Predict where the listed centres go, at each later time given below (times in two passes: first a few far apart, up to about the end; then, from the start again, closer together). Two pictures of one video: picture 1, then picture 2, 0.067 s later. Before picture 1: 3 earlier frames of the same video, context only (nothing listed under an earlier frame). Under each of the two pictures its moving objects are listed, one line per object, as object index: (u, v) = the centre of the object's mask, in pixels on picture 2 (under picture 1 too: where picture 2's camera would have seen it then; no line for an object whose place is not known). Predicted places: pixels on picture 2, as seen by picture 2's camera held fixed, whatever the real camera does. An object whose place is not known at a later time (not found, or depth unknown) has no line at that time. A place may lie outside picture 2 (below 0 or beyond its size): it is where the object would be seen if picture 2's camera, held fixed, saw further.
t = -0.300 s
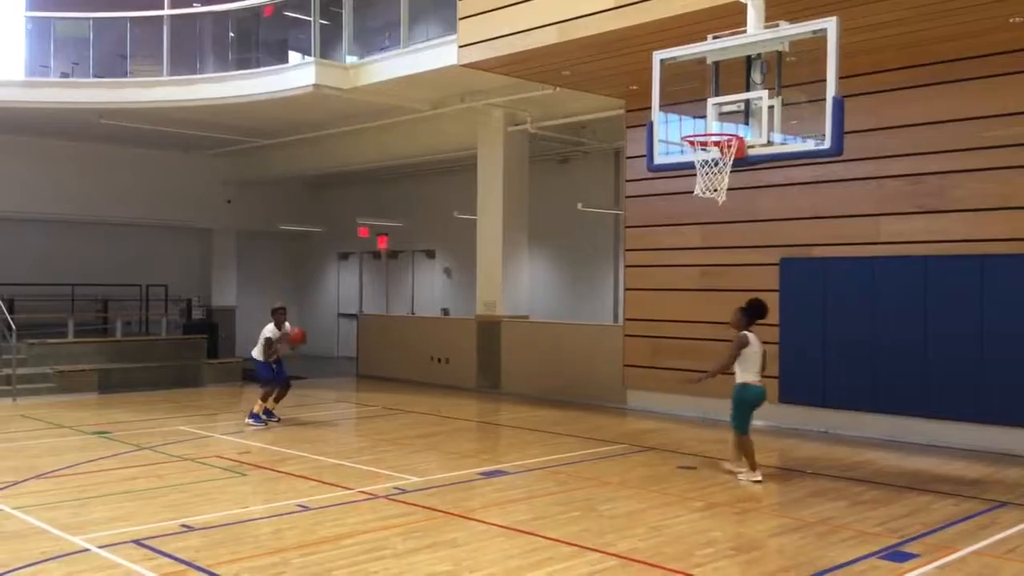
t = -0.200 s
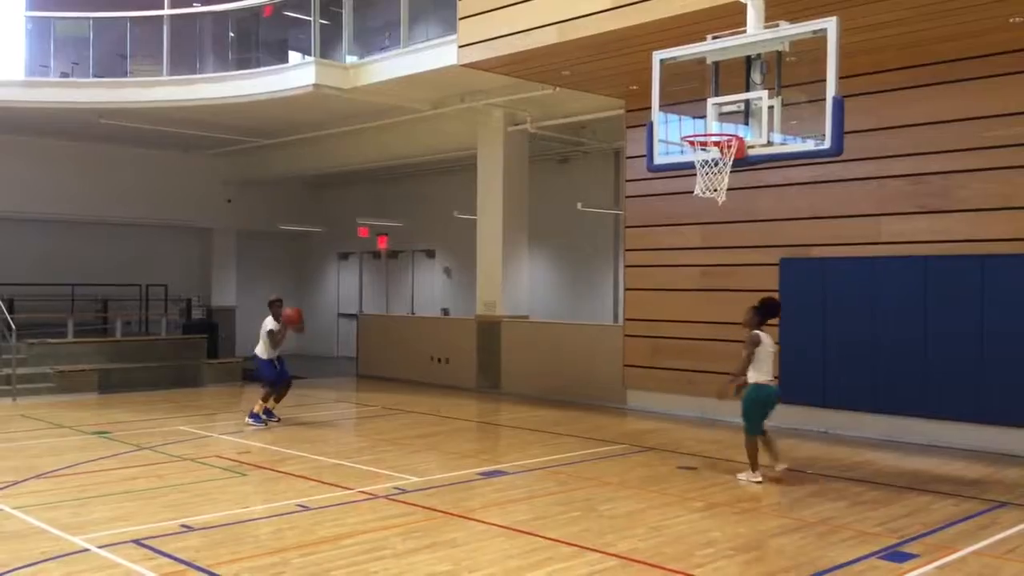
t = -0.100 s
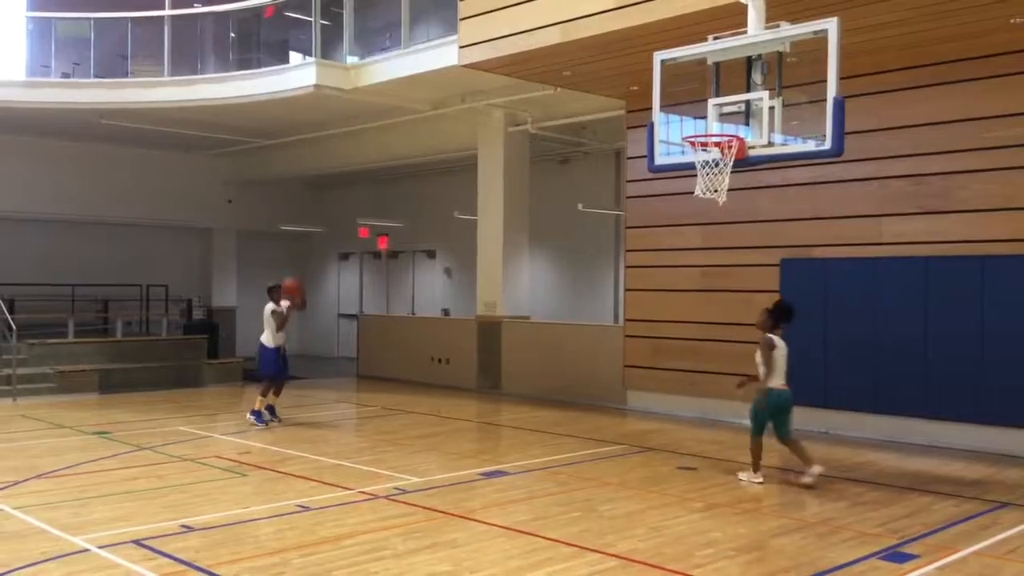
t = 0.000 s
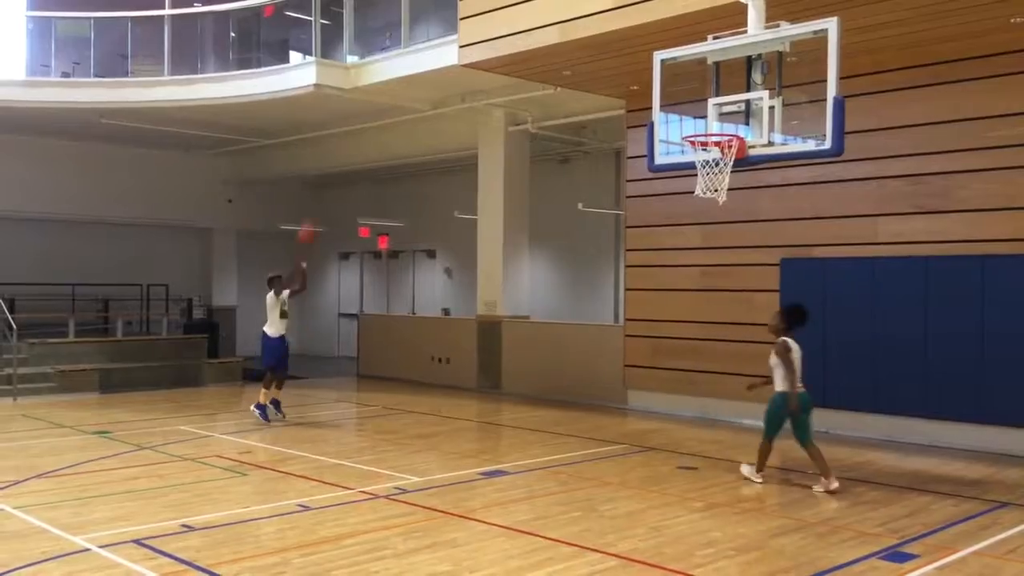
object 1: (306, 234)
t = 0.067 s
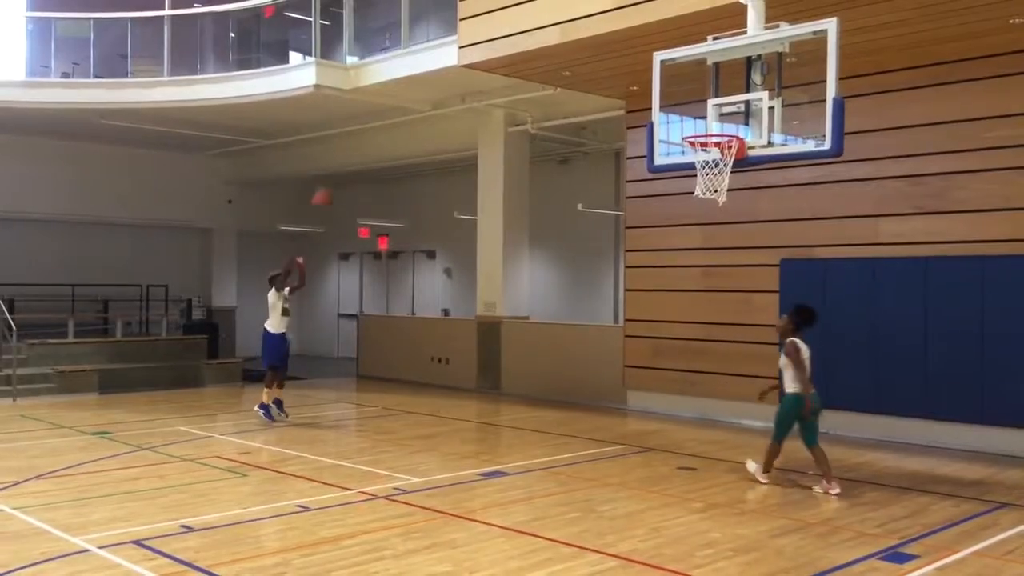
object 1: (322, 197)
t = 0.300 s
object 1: (382, 101)
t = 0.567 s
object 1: (458, 29)
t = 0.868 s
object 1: (557, 18)
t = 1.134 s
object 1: (659, 93)
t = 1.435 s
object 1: (778, 109)
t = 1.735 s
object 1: (901, 159)
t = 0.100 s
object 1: (327, 183)
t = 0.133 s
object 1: (338, 168)
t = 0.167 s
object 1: (346, 154)
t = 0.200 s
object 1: (355, 139)
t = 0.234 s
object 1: (364, 127)
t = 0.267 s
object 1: (373, 115)
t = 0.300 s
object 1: (382, 101)
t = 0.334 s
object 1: (390, 89)
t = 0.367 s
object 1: (399, 78)
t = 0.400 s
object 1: (408, 68)
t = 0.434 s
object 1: (418, 58)
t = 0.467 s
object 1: (427, 48)
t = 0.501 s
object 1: (437, 41)
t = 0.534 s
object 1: (447, 33)
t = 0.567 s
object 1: (458, 29)
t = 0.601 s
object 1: (467, 23)
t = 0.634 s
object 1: (478, 18)
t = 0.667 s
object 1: (488, 16)
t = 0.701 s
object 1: (499, 13)
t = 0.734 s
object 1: (511, 11)
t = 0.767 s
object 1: (522, 11)
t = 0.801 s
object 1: (533, 12)
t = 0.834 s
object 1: (545, 14)
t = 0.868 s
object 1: (557, 18)
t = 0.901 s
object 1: (569, 22)
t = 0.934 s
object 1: (581, 29)
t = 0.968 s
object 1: (594, 35)
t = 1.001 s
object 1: (608, 45)
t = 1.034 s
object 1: (624, 56)
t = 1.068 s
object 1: (633, 65)
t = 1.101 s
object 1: (646, 79)
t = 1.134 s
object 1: (659, 93)
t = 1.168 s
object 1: (674, 106)
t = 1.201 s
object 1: (685, 125)
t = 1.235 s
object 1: (699, 123)
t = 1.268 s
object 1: (712, 121)
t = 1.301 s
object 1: (727, 120)
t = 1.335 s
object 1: (740, 117)
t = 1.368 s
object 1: (751, 114)
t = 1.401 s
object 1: (763, 110)
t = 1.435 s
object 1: (778, 109)
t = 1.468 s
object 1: (790, 109)
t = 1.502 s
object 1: (803, 110)
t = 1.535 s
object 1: (815, 112)
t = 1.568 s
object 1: (831, 117)
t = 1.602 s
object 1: (844, 122)
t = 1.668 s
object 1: (872, 137)
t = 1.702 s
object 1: (886, 147)
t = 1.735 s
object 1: (901, 159)
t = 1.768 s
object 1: (914, 172)
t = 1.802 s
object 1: (929, 188)
